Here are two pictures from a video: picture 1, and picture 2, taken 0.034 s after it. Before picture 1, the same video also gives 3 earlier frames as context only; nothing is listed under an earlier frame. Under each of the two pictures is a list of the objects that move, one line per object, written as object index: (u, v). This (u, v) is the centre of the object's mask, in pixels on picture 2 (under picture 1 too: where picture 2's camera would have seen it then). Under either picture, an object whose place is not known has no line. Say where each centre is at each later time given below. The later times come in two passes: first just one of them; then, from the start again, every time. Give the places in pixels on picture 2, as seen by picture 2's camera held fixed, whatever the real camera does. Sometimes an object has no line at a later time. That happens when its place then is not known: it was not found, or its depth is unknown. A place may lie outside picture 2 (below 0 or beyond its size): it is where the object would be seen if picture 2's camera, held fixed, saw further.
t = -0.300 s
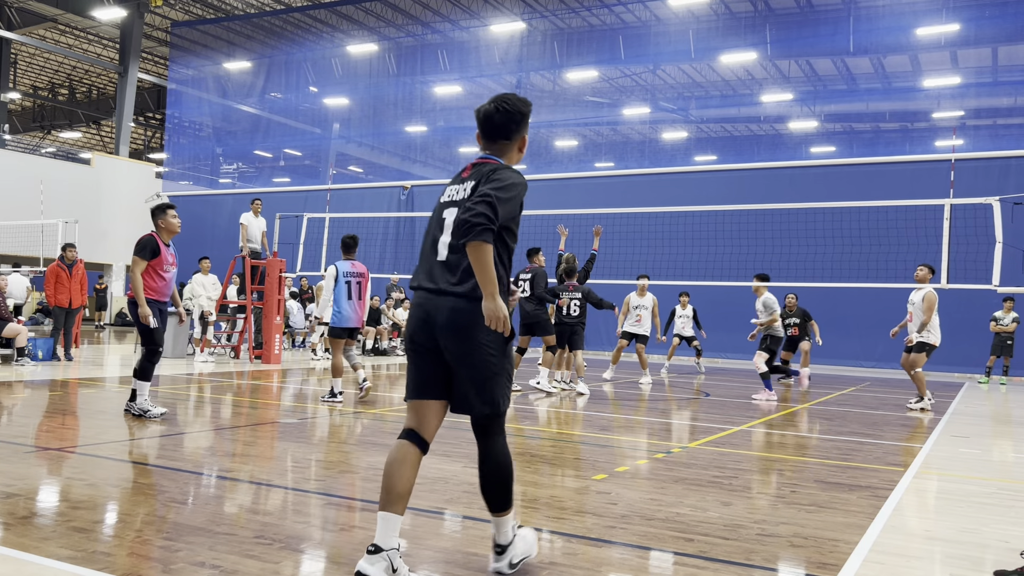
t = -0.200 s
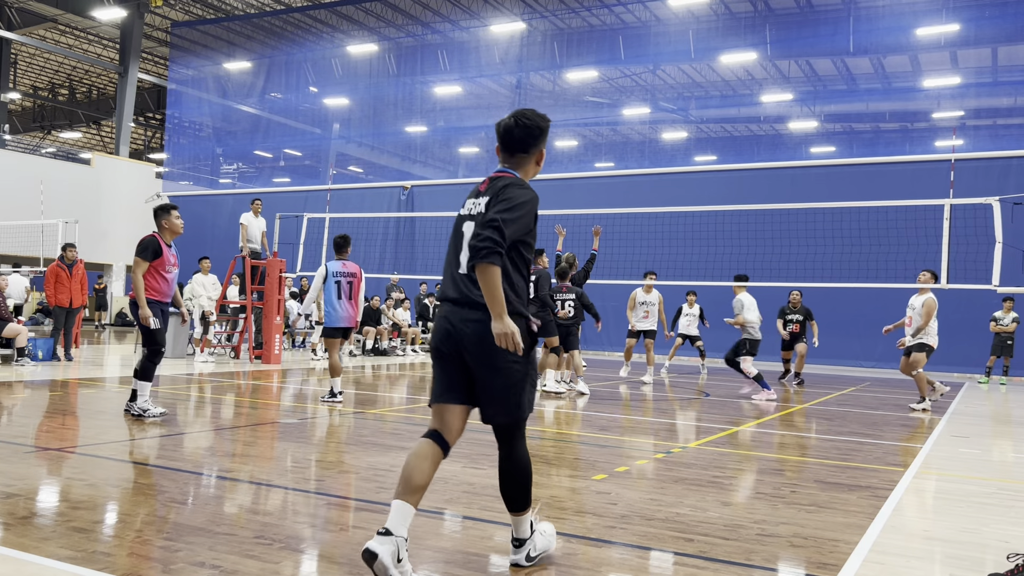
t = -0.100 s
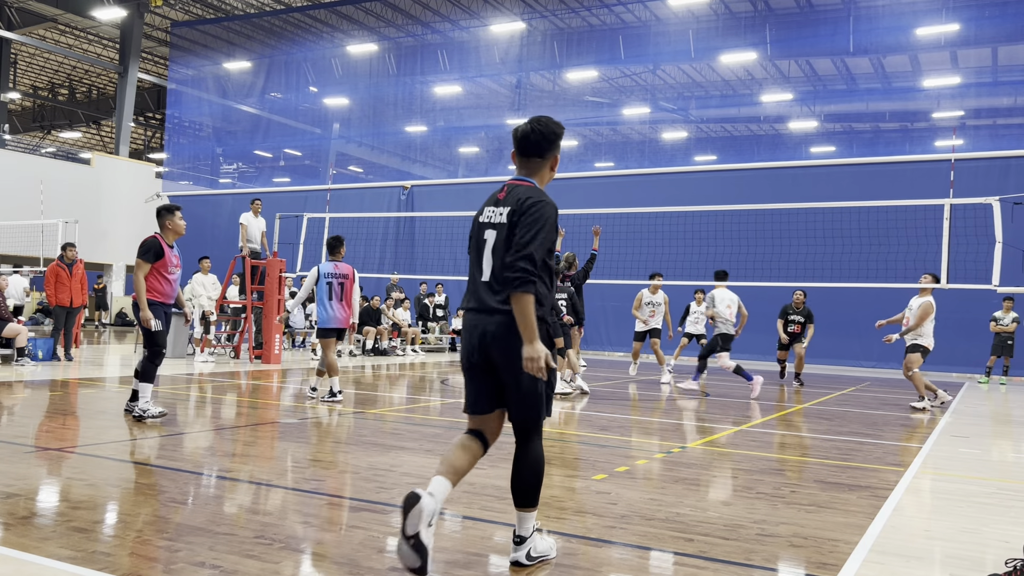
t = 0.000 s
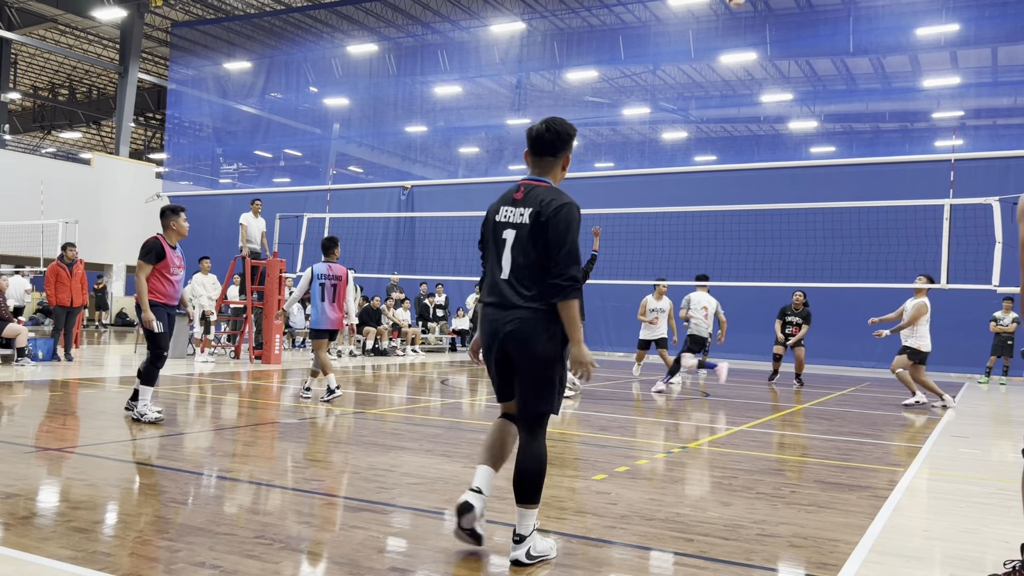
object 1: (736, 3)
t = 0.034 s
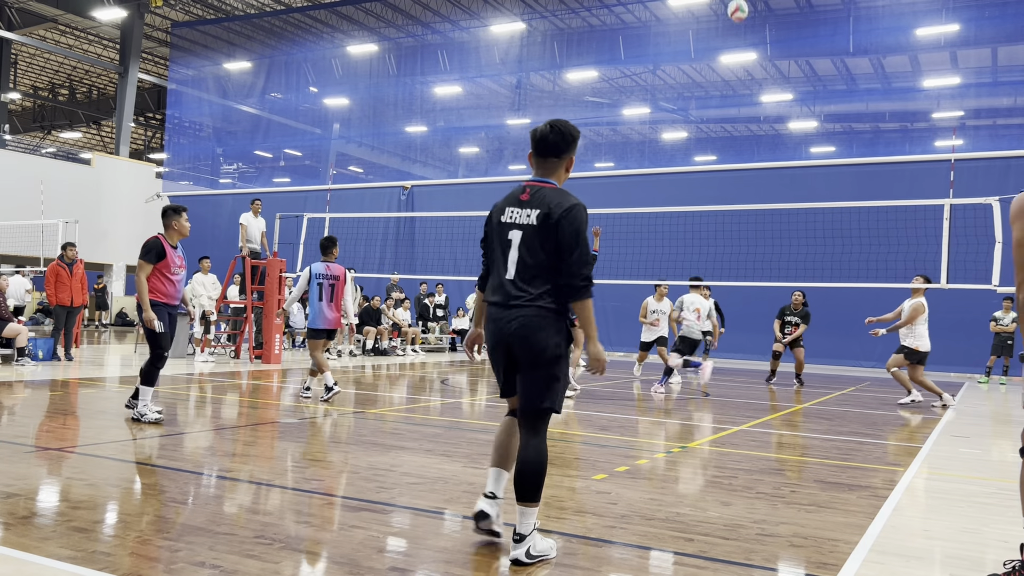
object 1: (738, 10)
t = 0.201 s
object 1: (748, 87)
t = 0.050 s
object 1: (739, 18)
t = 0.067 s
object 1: (740, 25)
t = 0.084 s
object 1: (741, 32)
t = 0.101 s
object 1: (742, 39)
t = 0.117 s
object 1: (744, 46)
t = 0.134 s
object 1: (744, 55)
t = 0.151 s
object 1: (746, 64)
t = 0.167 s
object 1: (746, 71)
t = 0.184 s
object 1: (747, 79)
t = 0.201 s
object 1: (748, 87)
